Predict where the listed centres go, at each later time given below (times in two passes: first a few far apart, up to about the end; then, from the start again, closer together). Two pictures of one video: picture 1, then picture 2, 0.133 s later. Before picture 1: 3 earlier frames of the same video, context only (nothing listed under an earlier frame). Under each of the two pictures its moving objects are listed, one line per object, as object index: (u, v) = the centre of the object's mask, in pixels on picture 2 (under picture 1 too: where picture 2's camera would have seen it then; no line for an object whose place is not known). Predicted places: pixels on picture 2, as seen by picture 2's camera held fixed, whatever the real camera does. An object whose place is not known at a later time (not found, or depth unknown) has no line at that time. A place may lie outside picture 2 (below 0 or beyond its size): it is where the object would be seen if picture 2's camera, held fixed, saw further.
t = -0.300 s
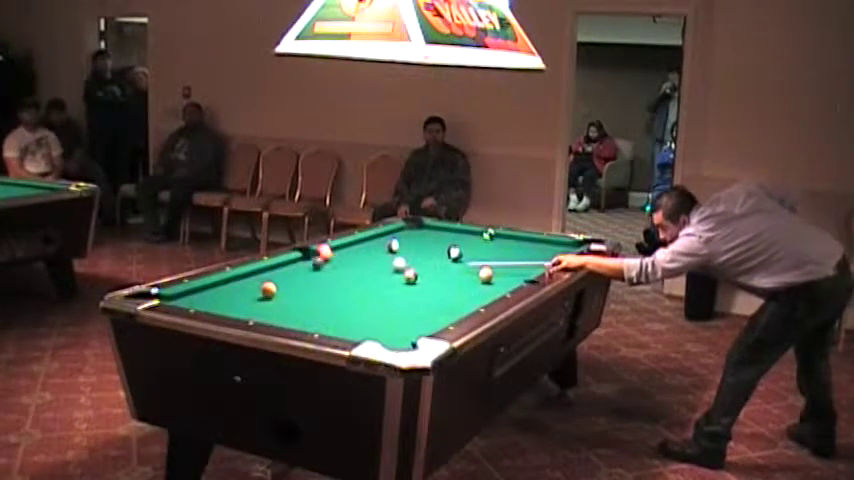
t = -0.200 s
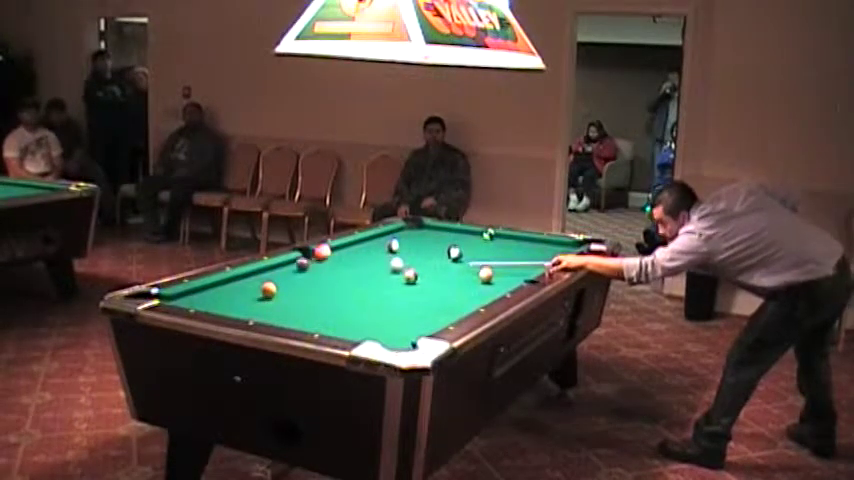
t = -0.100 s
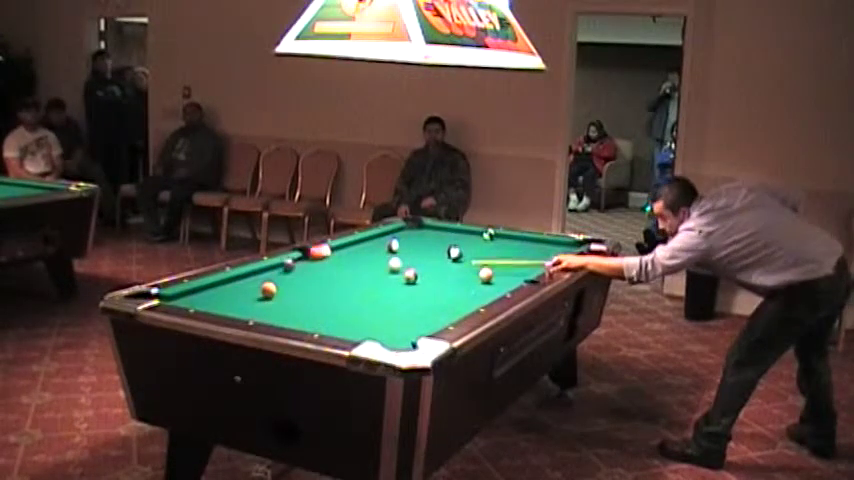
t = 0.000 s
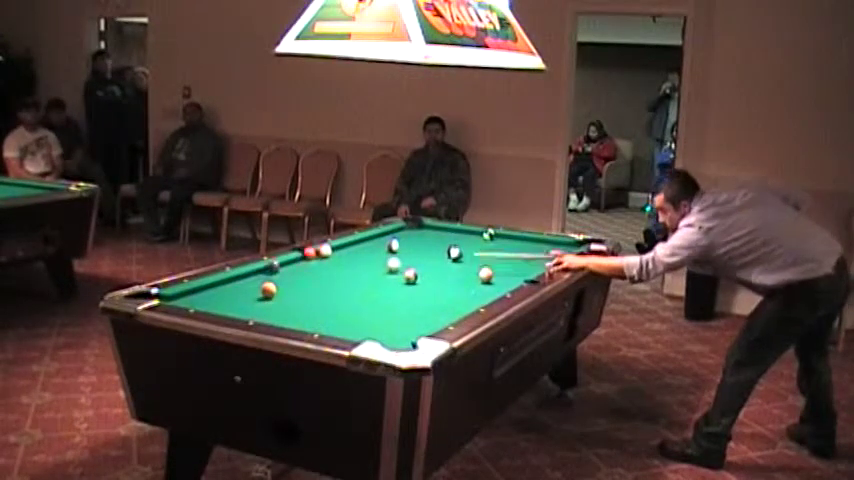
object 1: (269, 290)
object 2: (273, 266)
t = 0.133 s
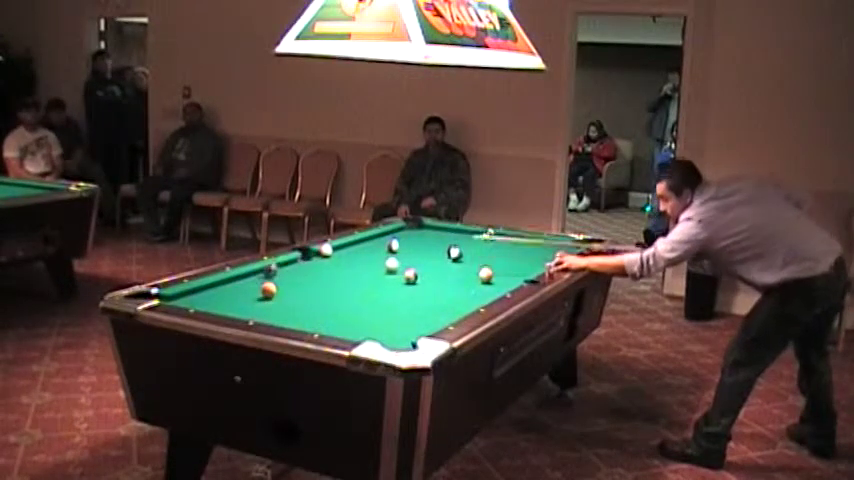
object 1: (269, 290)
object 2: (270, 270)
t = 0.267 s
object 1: (269, 290)
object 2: (268, 273)
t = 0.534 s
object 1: (269, 290)
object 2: (263, 278)
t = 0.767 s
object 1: (269, 289)
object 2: (258, 284)
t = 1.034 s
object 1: (273, 291)
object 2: (250, 290)
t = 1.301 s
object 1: (279, 293)
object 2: (240, 294)
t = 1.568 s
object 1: (284, 295)
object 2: (229, 297)
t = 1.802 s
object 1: (288, 296)
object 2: (220, 300)
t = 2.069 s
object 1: (292, 296)
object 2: (214, 300)
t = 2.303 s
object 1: (295, 297)
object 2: (206, 302)
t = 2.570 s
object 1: (296, 297)
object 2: (200, 303)
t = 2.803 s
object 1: (297, 297)
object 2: (203, 303)
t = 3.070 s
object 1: (297, 297)
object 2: (206, 302)
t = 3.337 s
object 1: (297, 297)
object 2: (208, 302)
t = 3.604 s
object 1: (297, 297)
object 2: (210, 302)
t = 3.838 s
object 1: (297, 297)
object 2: (211, 301)
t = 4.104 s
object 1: (297, 297)
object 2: (211, 301)
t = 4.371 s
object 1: (297, 297)
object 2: (211, 301)
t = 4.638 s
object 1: (297, 297)
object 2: (211, 301)
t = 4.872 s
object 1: (297, 297)
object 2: (211, 301)
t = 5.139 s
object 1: (297, 297)
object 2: (211, 301)
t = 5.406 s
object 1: (297, 297)
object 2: (211, 301)
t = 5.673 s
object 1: (297, 297)
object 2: (211, 301)
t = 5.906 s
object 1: (297, 297)
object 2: (211, 301)
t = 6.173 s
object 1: (297, 297)
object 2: (211, 301)
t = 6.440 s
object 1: (297, 297)
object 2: (211, 301)
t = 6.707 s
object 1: (297, 297)
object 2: (211, 301)
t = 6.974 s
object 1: (297, 297)
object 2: (211, 301)
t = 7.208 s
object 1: (297, 297)
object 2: (211, 301)
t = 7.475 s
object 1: (297, 297)
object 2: (211, 302)
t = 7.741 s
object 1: (297, 297)
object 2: (211, 302)
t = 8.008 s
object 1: (297, 297)
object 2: (211, 301)
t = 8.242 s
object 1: (297, 297)
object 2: (211, 301)
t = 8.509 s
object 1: (297, 297)
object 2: (211, 302)
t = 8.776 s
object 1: (297, 297)
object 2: (211, 302)
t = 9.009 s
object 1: (297, 297)
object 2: (211, 301)
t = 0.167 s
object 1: (269, 290)
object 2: (270, 271)
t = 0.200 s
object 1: (269, 290)
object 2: (269, 272)
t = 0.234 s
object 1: (269, 290)
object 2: (269, 272)
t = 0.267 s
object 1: (269, 290)
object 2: (268, 273)
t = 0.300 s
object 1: (269, 290)
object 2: (267, 273)
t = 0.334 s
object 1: (268, 290)
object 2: (267, 274)
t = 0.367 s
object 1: (269, 290)
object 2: (266, 275)
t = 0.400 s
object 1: (269, 290)
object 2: (266, 275)
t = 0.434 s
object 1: (269, 290)
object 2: (265, 276)
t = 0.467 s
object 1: (269, 290)
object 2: (264, 277)
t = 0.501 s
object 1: (269, 290)
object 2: (263, 278)
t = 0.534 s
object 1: (269, 290)
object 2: (263, 278)
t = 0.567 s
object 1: (269, 290)
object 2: (262, 279)
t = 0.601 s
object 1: (269, 289)
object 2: (261, 280)
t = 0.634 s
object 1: (269, 289)
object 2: (260, 280)
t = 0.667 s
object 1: (269, 289)
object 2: (260, 281)
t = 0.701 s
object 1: (269, 289)
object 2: (260, 282)
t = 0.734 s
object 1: (269, 289)
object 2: (259, 283)
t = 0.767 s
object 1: (269, 289)
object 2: (258, 284)
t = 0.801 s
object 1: (268, 289)
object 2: (257, 286)
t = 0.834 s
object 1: (268, 290)
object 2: (257, 286)
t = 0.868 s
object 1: (269, 290)
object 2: (256, 287)
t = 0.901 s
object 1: (270, 290)
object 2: (256, 288)
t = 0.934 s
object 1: (271, 290)
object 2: (255, 288)
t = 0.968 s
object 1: (271, 290)
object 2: (253, 288)
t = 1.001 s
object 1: (272, 290)
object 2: (252, 289)
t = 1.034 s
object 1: (273, 291)
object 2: (250, 290)
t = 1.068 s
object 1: (273, 290)
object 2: (249, 291)
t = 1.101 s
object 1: (274, 291)
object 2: (247, 291)
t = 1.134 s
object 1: (275, 291)
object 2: (246, 291)
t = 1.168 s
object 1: (276, 292)
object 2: (245, 292)
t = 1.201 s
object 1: (277, 292)
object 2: (244, 292)
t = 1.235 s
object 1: (277, 292)
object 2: (242, 293)
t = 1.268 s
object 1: (278, 292)
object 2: (241, 293)
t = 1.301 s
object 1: (279, 293)
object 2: (240, 294)
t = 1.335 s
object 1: (279, 293)
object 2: (238, 294)
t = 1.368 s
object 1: (280, 293)
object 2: (237, 295)
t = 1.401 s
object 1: (281, 293)
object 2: (236, 295)
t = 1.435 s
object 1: (281, 294)
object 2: (234, 296)
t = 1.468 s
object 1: (282, 294)
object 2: (232, 296)
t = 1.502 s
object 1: (283, 294)
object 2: (231, 296)
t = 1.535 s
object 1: (283, 295)
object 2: (230, 297)
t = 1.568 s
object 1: (284, 295)
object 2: (229, 297)
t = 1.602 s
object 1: (284, 295)
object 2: (227, 298)
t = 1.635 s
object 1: (285, 295)
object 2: (226, 298)
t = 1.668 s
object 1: (285, 295)
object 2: (225, 298)
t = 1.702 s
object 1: (286, 296)
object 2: (224, 299)
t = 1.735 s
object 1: (287, 296)
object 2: (223, 300)
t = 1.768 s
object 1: (287, 296)
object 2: (221, 300)
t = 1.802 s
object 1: (288, 296)
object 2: (220, 300)
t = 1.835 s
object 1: (288, 297)
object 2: (220, 300)
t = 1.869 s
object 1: (288, 296)
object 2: (218, 300)
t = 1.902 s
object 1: (289, 296)
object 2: (217, 301)
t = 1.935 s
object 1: (290, 296)
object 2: (216, 301)
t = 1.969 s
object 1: (291, 296)
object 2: (215, 301)
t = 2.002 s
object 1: (291, 296)
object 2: (215, 301)
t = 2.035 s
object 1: (292, 296)
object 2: (214, 301)
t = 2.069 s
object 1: (292, 296)
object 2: (214, 300)
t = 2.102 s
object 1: (292, 296)
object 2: (212, 301)
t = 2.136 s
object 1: (293, 297)
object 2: (210, 302)
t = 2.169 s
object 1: (294, 297)
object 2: (210, 302)
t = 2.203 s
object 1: (294, 297)
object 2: (208, 302)
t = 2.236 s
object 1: (294, 297)
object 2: (207, 302)
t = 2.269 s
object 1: (294, 297)
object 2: (206, 302)
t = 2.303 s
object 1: (295, 297)
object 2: (206, 302)
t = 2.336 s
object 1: (295, 297)
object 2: (205, 302)
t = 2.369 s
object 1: (295, 297)
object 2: (204, 302)
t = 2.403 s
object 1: (296, 297)
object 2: (203, 302)
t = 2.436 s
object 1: (296, 297)
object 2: (202, 302)
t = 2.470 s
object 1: (296, 297)
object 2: (201, 303)
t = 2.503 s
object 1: (296, 297)
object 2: (200, 303)
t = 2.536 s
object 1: (296, 297)
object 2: (200, 303)
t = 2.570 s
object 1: (296, 297)
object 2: (200, 303)
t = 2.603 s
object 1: (297, 297)
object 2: (201, 303)
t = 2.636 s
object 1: (297, 297)
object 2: (201, 303)
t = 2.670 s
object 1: (297, 297)
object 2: (202, 303)
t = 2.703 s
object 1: (297, 297)
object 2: (202, 303)
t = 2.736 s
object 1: (297, 297)
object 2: (202, 303)
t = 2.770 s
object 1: (297, 297)
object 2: (203, 303)
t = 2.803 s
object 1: (297, 297)
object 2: (203, 303)
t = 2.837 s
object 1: (297, 297)
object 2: (204, 302)
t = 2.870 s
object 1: (297, 297)
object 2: (205, 302)
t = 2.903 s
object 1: (297, 297)
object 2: (205, 302)
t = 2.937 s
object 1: (297, 297)
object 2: (205, 302)
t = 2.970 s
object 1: (297, 297)
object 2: (205, 302)
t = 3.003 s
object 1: (297, 297)
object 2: (206, 302)
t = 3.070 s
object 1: (297, 297)
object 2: (206, 302)
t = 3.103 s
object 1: (297, 297)
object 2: (207, 302)
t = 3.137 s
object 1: (297, 297)
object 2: (207, 302)
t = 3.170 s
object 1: (297, 297)
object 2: (208, 302)
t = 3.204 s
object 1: (297, 297)
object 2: (208, 302)
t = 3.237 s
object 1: (297, 297)
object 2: (208, 302)
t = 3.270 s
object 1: (297, 297)
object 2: (208, 302)
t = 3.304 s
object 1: (297, 297)
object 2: (208, 302)
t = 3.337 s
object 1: (297, 297)
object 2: (208, 302)
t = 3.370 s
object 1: (297, 297)
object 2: (208, 302)
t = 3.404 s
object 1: (297, 297)
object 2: (209, 302)
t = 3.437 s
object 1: (297, 297)
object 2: (209, 302)
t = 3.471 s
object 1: (297, 297)
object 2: (209, 302)
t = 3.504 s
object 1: (297, 297)
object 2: (209, 302)
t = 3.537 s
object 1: (297, 297)
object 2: (209, 302)
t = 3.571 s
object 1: (297, 297)
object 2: (210, 302)
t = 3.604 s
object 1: (297, 297)
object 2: (210, 302)
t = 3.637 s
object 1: (297, 297)
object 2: (210, 302)
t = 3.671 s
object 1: (297, 297)
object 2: (210, 302)
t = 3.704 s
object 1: (297, 297)
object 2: (210, 302)
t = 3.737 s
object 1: (297, 297)
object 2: (211, 302)
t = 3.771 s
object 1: (297, 297)
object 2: (211, 302)
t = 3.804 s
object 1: (297, 297)
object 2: (211, 301)
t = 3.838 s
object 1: (297, 297)
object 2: (211, 301)
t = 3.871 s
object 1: (297, 297)
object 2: (211, 301)
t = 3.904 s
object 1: (297, 297)
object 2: (211, 301)
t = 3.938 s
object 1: (297, 297)
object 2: (211, 301)
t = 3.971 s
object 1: (297, 297)
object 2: (211, 301)
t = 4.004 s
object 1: (297, 297)
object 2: (211, 301)
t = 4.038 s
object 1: (297, 297)
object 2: (211, 301)
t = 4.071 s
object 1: (297, 297)
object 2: (211, 301)
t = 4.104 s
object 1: (297, 297)
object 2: (211, 301)
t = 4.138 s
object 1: (297, 297)
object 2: (211, 301)
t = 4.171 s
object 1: (297, 297)
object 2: (211, 301)
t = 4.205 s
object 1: (297, 297)
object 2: (211, 301)
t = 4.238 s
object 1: (297, 297)
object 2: (211, 301)
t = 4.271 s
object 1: (297, 297)
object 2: (211, 301)
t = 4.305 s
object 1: (297, 297)
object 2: (211, 301)
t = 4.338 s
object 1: (297, 297)
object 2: (211, 301)
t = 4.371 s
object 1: (297, 297)
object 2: (211, 301)
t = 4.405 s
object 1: (297, 297)
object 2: (211, 301)
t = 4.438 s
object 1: (297, 297)
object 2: (211, 301)
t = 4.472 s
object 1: (297, 297)
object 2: (211, 301)
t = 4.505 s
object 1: (297, 297)
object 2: (211, 301)
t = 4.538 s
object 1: (297, 297)
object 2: (211, 301)
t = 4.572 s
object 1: (297, 297)
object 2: (211, 301)
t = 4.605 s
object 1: (297, 297)
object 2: (211, 301)
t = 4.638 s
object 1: (297, 297)
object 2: (211, 301)
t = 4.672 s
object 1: (297, 297)
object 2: (211, 301)
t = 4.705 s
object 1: (297, 297)
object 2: (211, 301)
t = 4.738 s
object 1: (297, 297)
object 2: (211, 301)
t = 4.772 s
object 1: (297, 297)
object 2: (211, 301)
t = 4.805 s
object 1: (297, 297)
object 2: (211, 301)
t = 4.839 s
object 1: (297, 297)
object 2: (211, 301)
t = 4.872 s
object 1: (297, 297)
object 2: (211, 301)
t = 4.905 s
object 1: (297, 297)
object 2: (211, 301)
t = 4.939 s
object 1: (297, 297)
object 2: (211, 301)
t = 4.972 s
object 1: (297, 297)
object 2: (211, 301)
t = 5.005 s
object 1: (297, 297)
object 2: (211, 301)
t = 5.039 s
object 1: (297, 297)
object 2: (211, 301)
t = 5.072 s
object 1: (297, 297)
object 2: (211, 301)
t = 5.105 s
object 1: (297, 297)
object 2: (211, 301)
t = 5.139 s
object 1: (297, 297)
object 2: (211, 301)
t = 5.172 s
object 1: (297, 297)
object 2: (211, 301)
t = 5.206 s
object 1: (297, 297)
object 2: (211, 301)
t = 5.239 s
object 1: (297, 297)
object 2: (211, 301)
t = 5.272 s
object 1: (297, 297)
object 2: (211, 301)
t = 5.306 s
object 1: (297, 297)
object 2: (211, 301)
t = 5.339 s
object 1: (297, 297)
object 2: (211, 301)
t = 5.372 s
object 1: (297, 297)
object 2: (211, 301)
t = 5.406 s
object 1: (297, 297)
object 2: (211, 301)
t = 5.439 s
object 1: (297, 297)
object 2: (211, 301)
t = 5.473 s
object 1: (297, 297)
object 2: (211, 301)
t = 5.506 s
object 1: (297, 297)
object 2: (211, 301)
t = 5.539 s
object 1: (297, 297)
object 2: (211, 301)
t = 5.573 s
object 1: (297, 297)
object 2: (211, 301)
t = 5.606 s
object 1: (297, 297)
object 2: (211, 301)
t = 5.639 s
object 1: (297, 297)
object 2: (211, 301)
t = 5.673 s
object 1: (297, 297)
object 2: (211, 301)
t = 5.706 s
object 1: (297, 297)
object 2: (211, 301)
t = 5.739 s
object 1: (297, 297)
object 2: (211, 301)
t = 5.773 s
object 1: (297, 297)
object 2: (211, 301)
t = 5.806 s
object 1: (297, 297)
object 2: (211, 301)
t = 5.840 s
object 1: (297, 297)
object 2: (211, 301)
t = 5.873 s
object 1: (297, 297)
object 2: (211, 301)
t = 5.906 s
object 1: (297, 297)
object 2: (211, 301)
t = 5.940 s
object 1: (297, 297)
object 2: (211, 301)
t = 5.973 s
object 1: (297, 297)
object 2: (211, 301)
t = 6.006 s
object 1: (297, 297)
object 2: (211, 301)
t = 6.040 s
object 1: (297, 297)
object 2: (211, 301)
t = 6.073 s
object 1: (297, 297)
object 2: (211, 301)
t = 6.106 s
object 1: (297, 297)
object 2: (211, 301)
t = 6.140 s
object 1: (297, 297)
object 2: (211, 301)
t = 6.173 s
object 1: (297, 297)
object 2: (211, 301)
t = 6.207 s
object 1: (297, 297)
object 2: (211, 301)
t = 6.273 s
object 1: (297, 297)
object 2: (211, 301)
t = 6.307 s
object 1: (297, 297)
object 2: (211, 301)
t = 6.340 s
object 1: (297, 297)
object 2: (211, 301)
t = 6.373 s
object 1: (297, 297)
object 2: (211, 301)
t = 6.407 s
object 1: (297, 297)
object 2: (211, 301)
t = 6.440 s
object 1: (297, 297)
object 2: (211, 301)
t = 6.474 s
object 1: (297, 297)
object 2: (211, 301)
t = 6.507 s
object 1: (297, 297)
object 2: (211, 301)
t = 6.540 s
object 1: (297, 297)
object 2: (211, 301)
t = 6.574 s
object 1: (297, 297)
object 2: (211, 301)
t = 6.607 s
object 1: (297, 297)
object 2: (211, 301)
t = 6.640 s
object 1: (297, 297)
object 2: (211, 301)
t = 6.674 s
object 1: (297, 297)
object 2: (211, 301)
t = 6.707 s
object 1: (297, 297)
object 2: (211, 301)
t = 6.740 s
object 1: (297, 297)
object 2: (211, 301)
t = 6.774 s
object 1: (297, 297)
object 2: (211, 301)
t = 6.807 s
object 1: (297, 297)
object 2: (211, 301)
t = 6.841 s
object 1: (297, 297)
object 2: (211, 301)
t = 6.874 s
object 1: (297, 297)
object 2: (211, 301)
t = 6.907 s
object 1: (297, 297)
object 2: (211, 301)
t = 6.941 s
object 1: (297, 297)
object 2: (211, 301)
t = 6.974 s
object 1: (297, 297)
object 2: (211, 301)
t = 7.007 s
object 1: (297, 297)
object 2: (211, 301)
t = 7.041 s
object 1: (297, 297)
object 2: (211, 301)
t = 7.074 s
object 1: (297, 297)
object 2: (211, 301)
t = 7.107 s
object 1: (297, 297)
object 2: (211, 301)
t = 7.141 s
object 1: (297, 297)
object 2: (211, 301)
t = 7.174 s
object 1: (297, 297)
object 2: (211, 301)
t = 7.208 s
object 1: (297, 297)
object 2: (211, 301)
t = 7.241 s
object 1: (297, 297)
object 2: (211, 301)
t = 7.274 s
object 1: (297, 297)
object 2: (211, 302)
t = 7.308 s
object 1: (297, 297)
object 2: (211, 302)
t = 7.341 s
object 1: (297, 297)
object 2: (211, 302)
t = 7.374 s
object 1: (297, 297)
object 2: (211, 302)
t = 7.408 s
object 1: (297, 297)
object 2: (211, 302)
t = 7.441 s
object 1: (297, 297)
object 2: (211, 302)
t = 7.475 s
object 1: (297, 297)
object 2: (211, 302)
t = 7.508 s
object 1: (297, 297)
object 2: (211, 302)
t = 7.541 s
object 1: (297, 297)
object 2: (211, 302)
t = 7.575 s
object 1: (297, 297)
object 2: (211, 302)
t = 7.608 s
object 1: (297, 297)
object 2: (211, 302)
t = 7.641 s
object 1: (297, 297)
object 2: (211, 302)
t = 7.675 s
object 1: (297, 297)
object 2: (211, 302)
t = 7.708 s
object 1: (297, 297)
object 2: (211, 302)
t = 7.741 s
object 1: (297, 297)
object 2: (211, 302)
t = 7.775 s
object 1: (297, 297)
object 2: (211, 302)
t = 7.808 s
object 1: (297, 297)
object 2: (211, 301)
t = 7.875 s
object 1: (297, 297)
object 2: (211, 301)
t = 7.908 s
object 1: (297, 297)
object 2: (211, 301)
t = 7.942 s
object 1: (297, 297)
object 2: (211, 301)
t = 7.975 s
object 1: (297, 297)
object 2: (211, 301)
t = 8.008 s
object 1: (297, 297)
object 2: (211, 301)
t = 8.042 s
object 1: (297, 297)
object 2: (211, 301)
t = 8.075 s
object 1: (297, 297)
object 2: (211, 301)
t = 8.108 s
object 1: (297, 297)
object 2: (211, 301)
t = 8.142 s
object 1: (297, 297)
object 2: (211, 301)
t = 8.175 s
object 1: (297, 297)
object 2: (211, 301)
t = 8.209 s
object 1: (297, 297)
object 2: (211, 301)
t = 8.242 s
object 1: (297, 297)
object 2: (211, 301)
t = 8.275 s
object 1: (297, 297)
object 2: (211, 301)
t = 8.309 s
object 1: (297, 297)
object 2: (211, 301)
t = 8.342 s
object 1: (297, 297)
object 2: (211, 301)
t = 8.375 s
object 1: (297, 297)
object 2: (211, 302)
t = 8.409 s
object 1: (297, 297)
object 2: (211, 302)
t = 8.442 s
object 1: (297, 297)
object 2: (211, 302)
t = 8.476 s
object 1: (297, 297)
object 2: (211, 302)
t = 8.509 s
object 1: (297, 297)
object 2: (211, 302)
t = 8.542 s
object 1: (297, 297)
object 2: (211, 302)
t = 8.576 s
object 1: (297, 297)
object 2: (211, 302)
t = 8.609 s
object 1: (297, 297)
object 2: (211, 302)
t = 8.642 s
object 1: (297, 297)
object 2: (211, 302)
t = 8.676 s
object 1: (297, 297)
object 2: (211, 302)
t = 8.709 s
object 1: (297, 297)
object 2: (211, 302)
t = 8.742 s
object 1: (297, 297)
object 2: (211, 302)
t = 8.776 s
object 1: (297, 297)
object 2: (211, 302)
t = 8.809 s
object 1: (297, 297)
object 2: (211, 302)
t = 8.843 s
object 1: (297, 297)
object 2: (211, 302)
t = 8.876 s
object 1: (297, 297)
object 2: (211, 301)
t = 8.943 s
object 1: (297, 297)
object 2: (211, 301)
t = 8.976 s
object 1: (297, 297)
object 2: (211, 301)
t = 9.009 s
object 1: (297, 297)
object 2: (211, 301)
